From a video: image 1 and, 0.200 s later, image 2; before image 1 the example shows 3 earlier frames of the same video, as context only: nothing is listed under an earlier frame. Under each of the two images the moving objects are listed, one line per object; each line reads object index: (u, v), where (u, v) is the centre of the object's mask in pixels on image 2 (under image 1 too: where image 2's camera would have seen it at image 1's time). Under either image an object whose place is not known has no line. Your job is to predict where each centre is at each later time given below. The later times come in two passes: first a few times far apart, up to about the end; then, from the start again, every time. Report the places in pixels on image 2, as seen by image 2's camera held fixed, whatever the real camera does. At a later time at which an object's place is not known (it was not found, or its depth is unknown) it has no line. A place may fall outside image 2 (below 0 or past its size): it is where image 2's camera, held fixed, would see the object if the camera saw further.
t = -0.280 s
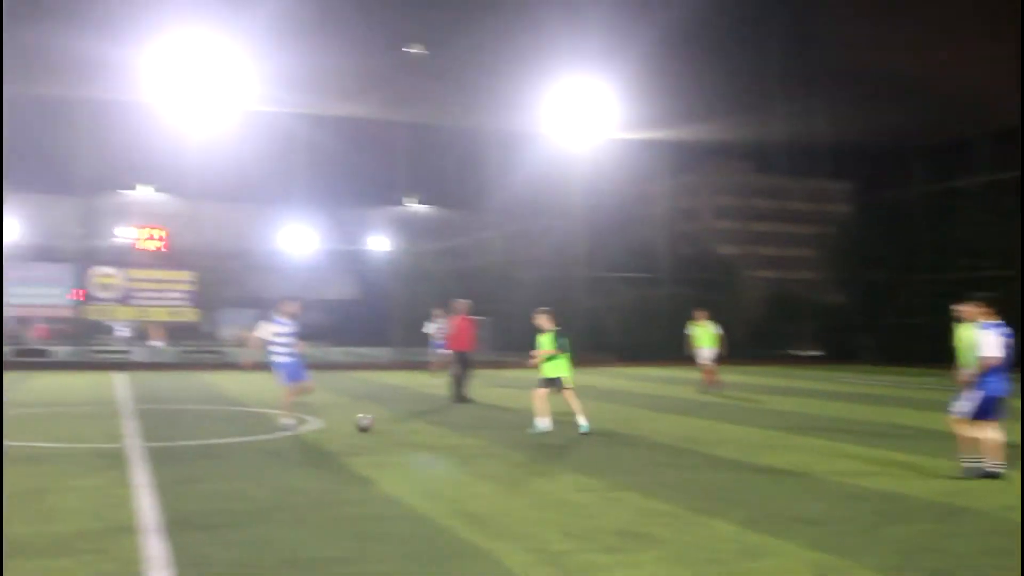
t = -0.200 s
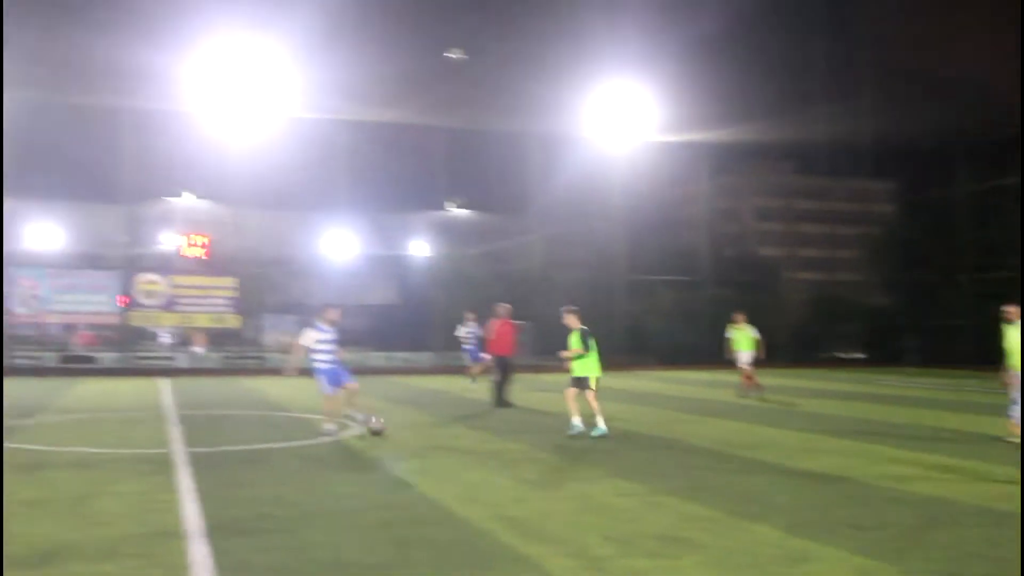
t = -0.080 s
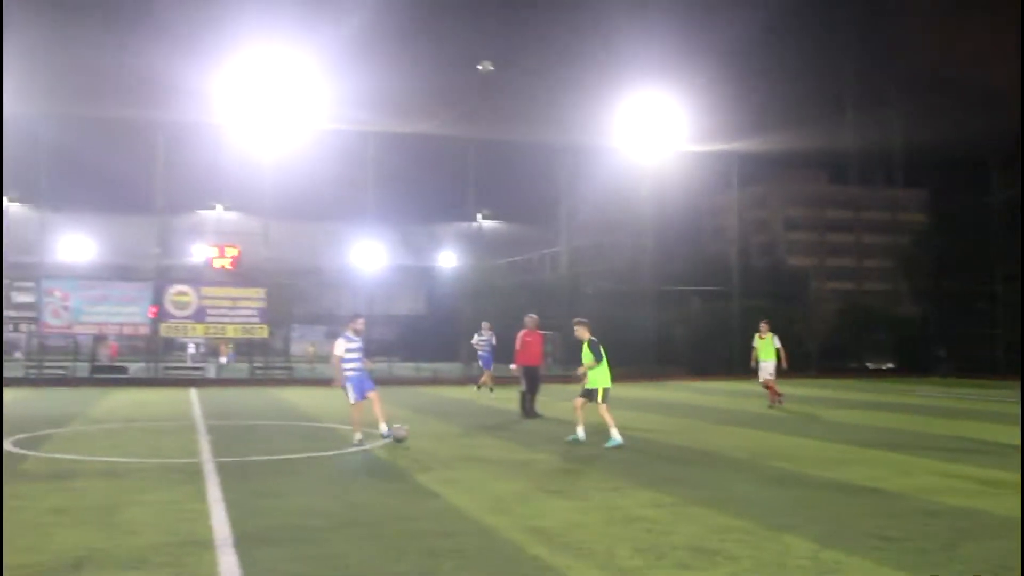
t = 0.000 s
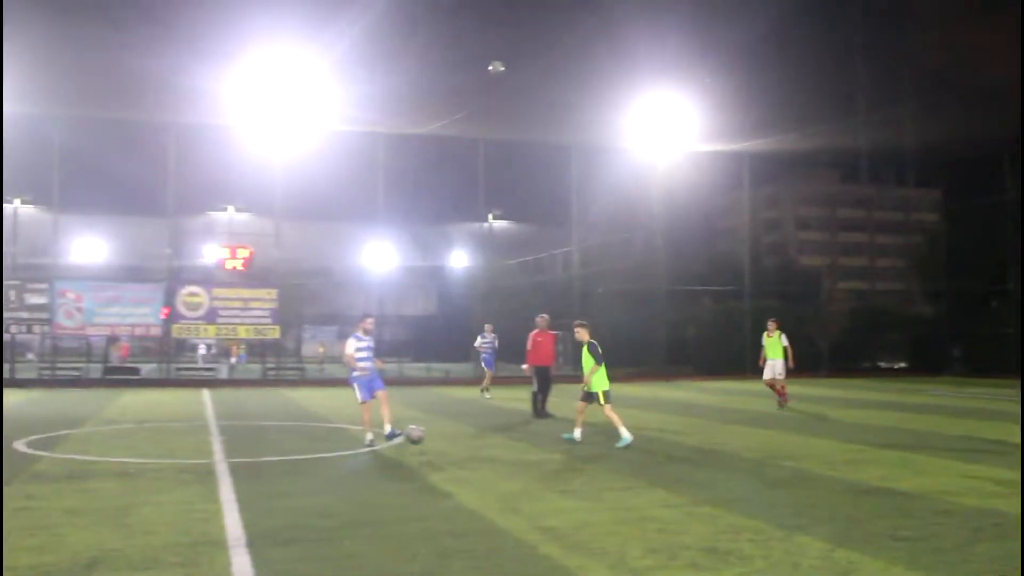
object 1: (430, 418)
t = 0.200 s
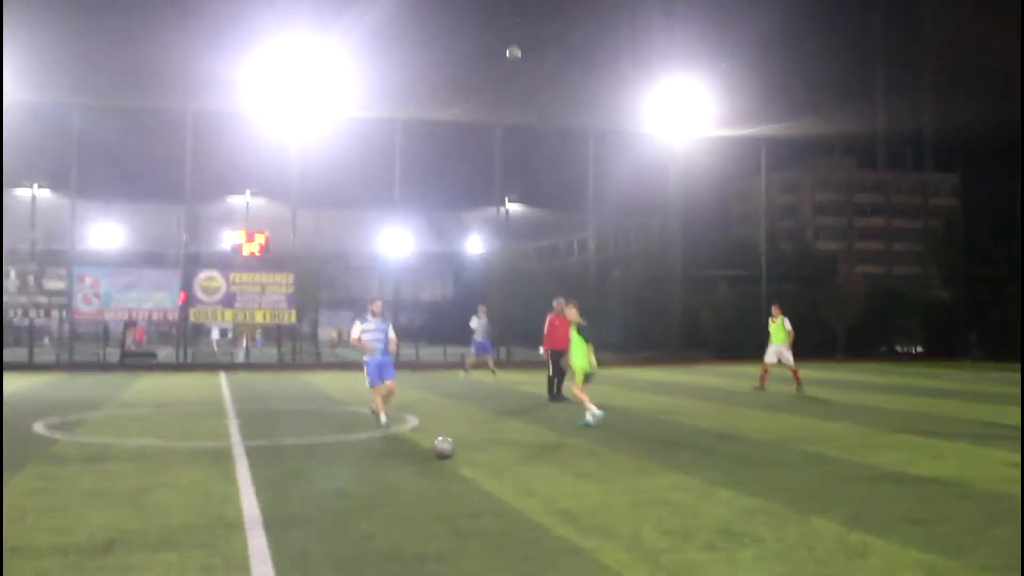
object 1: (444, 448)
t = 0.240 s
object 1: (445, 447)
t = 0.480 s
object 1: (451, 460)
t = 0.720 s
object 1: (459, 494)
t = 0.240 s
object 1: (445, 447)
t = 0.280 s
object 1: (445, 444)
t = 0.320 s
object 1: (447, 445)
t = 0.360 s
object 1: (447, 446)
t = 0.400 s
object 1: (448, 448)
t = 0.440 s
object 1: (449, 454)
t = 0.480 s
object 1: (451, 460)
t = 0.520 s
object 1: (452, 470)
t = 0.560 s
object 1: (453, 482)
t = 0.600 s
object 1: (454, 486)
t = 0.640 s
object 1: (456, 486)
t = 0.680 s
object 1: (457, 489)
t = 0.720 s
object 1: (459, 494)
